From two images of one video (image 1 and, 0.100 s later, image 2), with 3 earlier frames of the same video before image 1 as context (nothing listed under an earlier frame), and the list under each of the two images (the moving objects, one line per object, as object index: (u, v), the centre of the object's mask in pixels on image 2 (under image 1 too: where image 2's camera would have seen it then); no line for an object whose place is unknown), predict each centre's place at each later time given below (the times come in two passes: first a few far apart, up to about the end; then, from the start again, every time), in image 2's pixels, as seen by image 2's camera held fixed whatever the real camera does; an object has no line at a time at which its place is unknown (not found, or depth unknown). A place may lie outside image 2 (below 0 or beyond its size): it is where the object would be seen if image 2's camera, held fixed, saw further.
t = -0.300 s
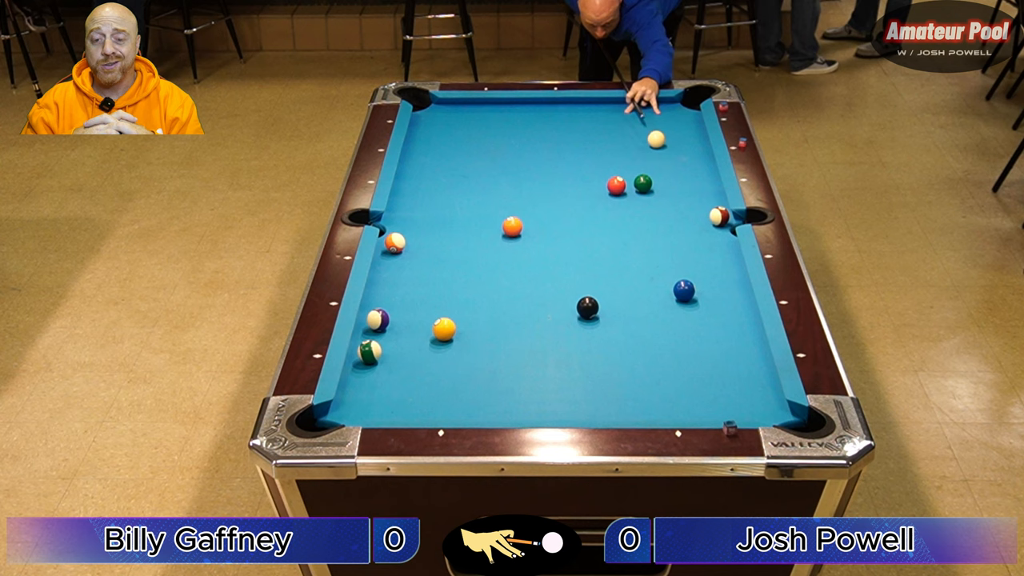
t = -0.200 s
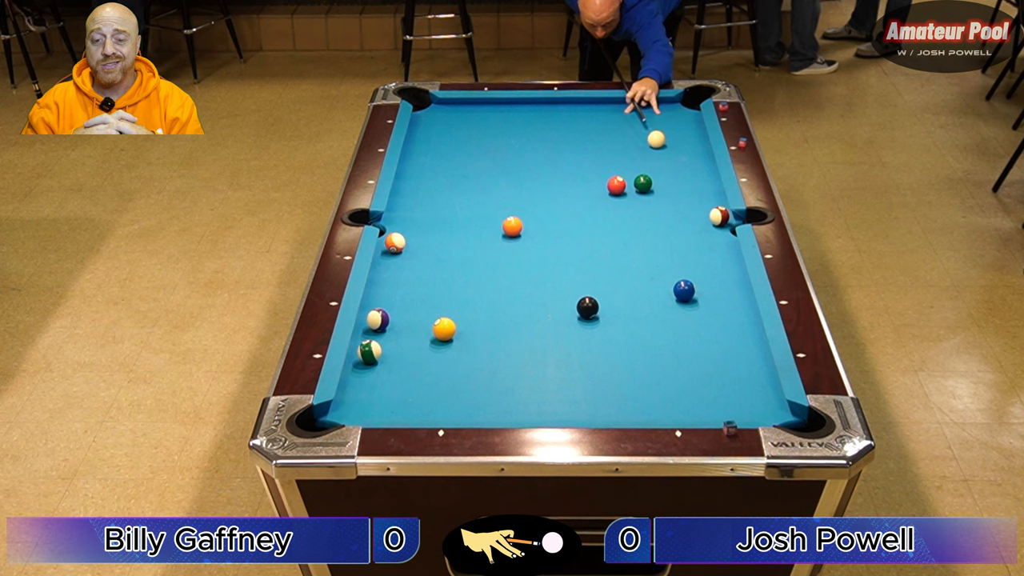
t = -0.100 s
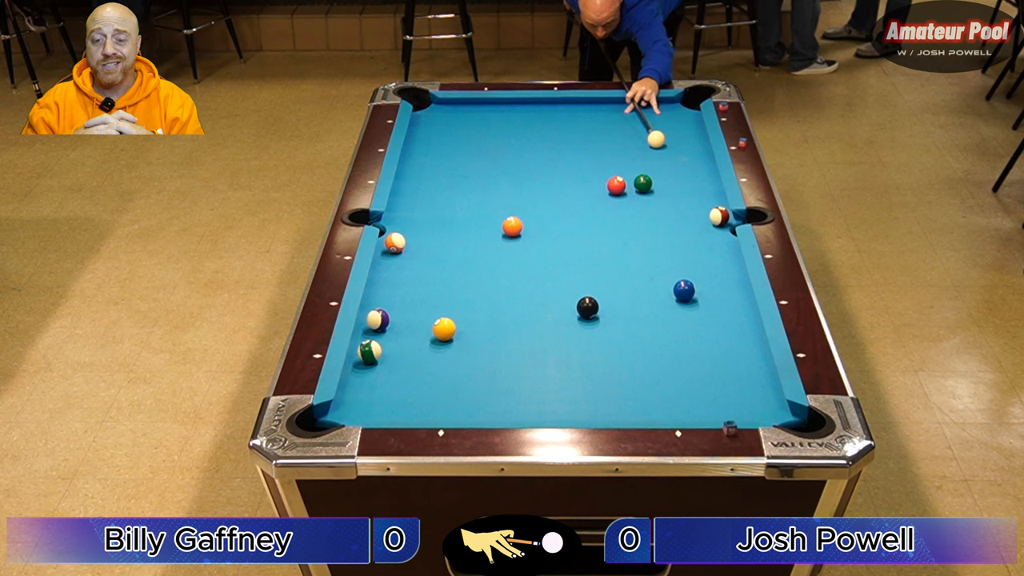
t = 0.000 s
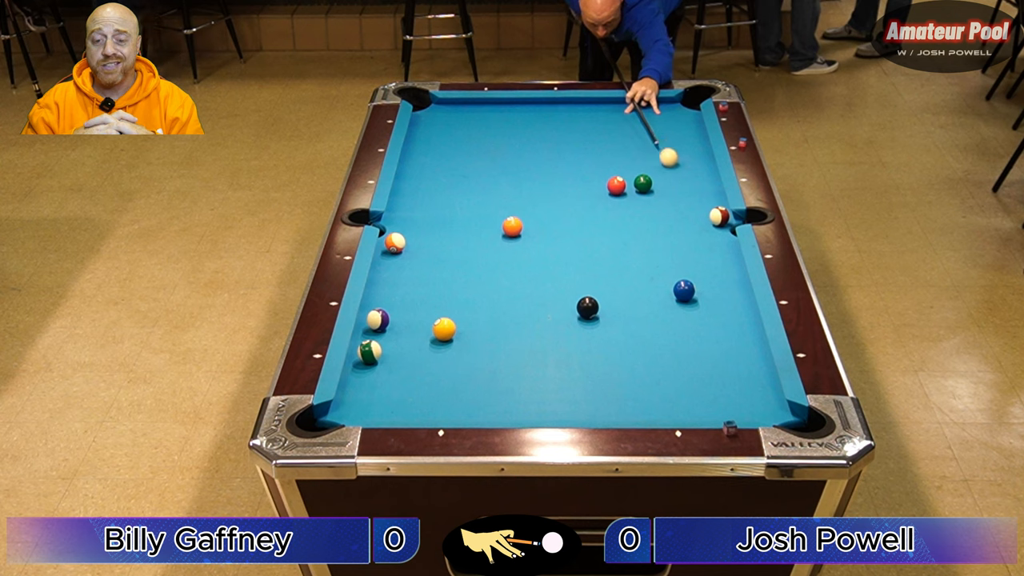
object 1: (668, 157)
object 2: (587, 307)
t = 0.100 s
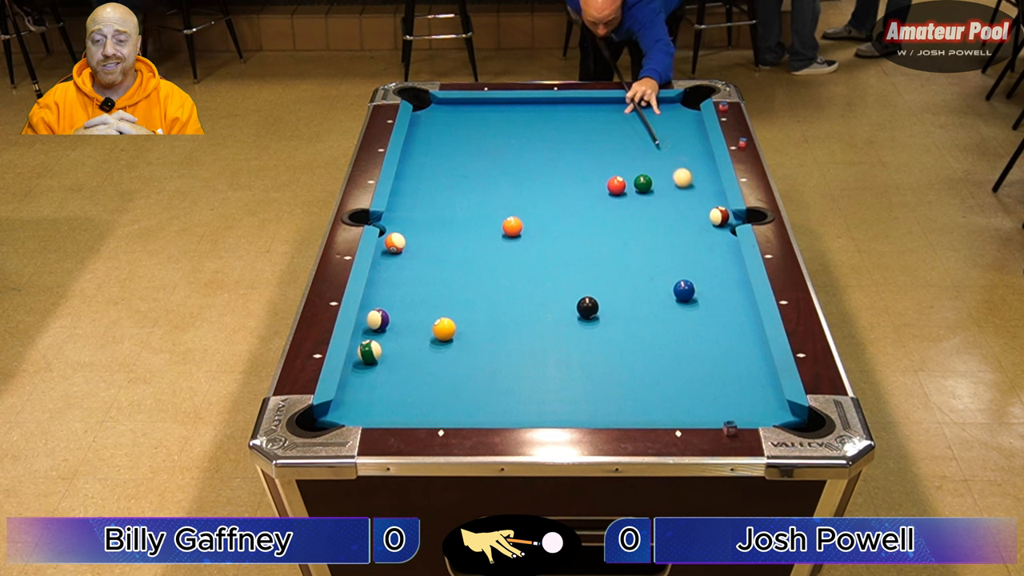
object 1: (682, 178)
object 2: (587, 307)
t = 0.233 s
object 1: (699, 203)
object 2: (587, 307)
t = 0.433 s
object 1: (684, 226)
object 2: (587, 307)
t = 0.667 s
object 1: (660, 252)
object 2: (587, 307)
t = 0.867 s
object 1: (641, 274)
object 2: (587, 307)
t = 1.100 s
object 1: (616, 302)
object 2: (587, 307)
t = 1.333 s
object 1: (600, 332)
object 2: (577, 307)
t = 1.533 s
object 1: (588, 359)
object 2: (568, 307)
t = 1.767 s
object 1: (573, 392)
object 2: (559, 307)
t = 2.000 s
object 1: (559, 408)
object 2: (551, 307)
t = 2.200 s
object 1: (550, 393)
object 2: (546, 307)
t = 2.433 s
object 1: (541, 375)
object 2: (542, 307)
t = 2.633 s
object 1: (534, 362)
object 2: (540, 307)
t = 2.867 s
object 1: (527, 348)
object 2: (540, 307)
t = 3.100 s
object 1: (521, 335)
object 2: (540, 307)
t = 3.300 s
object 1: (517, 325)
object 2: (540, 307)
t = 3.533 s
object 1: (512, 315)
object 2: (540, 307)
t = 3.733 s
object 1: (509, 308)
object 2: (540, 307)
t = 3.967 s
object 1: (505, 300)
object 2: (540, 307)
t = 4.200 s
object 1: (502, 294)
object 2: (540, 307)
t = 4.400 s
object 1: (500, 289)
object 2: (540, 308)
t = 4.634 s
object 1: (497, 284)
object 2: (540, 308)
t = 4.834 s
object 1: (496, 281)
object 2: (540, 308)
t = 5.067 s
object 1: (495, 278)
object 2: (540, 308)
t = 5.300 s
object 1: (495, 276)
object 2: (540, 308)
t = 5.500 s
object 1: (495, 275)
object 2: (540, 308)
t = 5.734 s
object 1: (495, 274)
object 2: (540, 308)
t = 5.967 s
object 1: (495, 274)
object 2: (540, 308)
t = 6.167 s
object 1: (495, 274)
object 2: (540, 308)
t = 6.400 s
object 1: (495, 274)
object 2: (540, 308)
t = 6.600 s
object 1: (495, 274)
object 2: (540, 308)
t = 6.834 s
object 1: (495, 274)
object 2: (540, 308)
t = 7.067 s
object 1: (495, 274)
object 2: (540, 308)
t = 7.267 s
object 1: (495, 274)
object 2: (540, 308)
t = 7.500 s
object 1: (495, 274)
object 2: (540, 308)
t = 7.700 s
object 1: (495, 274)
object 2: (540, 308)
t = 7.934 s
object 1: (495, 274)
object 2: (540, 308)
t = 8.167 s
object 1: (495, 274)
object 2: (540, 308)
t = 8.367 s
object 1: (495, 274)
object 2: (540, 308)
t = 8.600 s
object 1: (495, 274)
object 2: (540, 308)
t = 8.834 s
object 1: (495, 274)
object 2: (540, 308)
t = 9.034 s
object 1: (495, 274)
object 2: (540, 308)
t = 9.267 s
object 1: (495, 274)
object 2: (540, 308)
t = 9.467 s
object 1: (495, 274)
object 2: (540, 308)
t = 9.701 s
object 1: (495, 274)
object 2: (540, 308)
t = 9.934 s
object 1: (495, 274)
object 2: (540, 308)
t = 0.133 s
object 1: (686, 184)
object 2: (587, 307)
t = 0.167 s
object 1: (690, 190)
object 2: (587, 307)
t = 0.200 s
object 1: (694, 196)
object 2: (587, 307)
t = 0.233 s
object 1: (699, 203)
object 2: (587, 307)
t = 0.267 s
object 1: (702, 209)
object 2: (587, 307)
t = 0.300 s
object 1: (699, 213)
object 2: (587, 307)
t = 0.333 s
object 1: (694, 216)
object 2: (587, 307)
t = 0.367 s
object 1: (691, 219)
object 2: (587, 307)
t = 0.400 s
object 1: (687, 223)
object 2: (587, 307)
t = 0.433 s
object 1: (684, 226)
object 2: (587, 307)
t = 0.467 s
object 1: (681, 230)
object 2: (587, 307)
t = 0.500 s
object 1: (677, 233)
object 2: (587, 307)
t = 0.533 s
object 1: (674, 237)
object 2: (587, 307)
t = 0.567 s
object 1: (671, 241)
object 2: (587, 307)
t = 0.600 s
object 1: (667, 245)
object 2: (587, 307)
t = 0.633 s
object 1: (664, 248)
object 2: (587, 307)
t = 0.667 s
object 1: (660, 252)
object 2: (587, 307)
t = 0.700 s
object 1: (657, 256)
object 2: (587, 307)
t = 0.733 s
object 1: (654, 260)
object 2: (587, 307)
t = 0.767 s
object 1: (652, 262)
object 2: (587, 307)
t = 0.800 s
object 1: (649, 266)
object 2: (587, 307)
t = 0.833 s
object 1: (645, 270)
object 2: (587, 307)
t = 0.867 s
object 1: (641, 274)
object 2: (587, 307)
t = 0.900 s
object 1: (638, 278)
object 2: (587, 307)
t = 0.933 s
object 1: (634, 282)
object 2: (587, 307)
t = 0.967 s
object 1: (631, 286)
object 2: (587, 307)
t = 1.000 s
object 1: (627, 290)
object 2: (587, 307)
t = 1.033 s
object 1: (623, 294)
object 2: (587, 307)
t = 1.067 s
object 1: (620, 298)
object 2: (587, 307)
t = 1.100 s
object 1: (616, 302)
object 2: (587, 307)
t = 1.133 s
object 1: (612, 306)
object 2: (587, 307)
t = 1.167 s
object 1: (609, 310)
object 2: (586, 307)
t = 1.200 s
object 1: (607, 315)
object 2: (585, 307)
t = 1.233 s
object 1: (605, 319)
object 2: (583, 307)
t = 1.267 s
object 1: (604, 324)
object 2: (581, 307)
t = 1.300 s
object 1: (602, 328)
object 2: (579, 307)
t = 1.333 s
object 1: (600, 332)
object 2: (577, 307)
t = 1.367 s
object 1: (598, 337)
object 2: (576, 307)
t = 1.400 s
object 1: (596, 341)
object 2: (574, 307)
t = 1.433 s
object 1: (594, 346)
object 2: (573, 307)
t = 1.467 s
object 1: (592, 350)
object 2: (571, 307)
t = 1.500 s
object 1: (590, 355)
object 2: (569, 307)
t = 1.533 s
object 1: (588, 359)
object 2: (568, 307)
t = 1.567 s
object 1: (586, 364)
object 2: (567, 307)
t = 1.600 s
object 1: (583, 369)
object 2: (565, 307)
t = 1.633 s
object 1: (581, 373)
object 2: (564, 307)
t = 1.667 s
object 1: (579, 378)
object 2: (562, 307)
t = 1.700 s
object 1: (577, 383)
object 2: (561, 307)
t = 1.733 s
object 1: (575, 388)
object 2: (560, 307)
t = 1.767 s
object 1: (573, 392)
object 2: (559, 307)
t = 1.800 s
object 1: (571, 397)
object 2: (557, 307)
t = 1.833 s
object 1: (569, 402)
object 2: (556, 307)
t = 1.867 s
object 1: (566, 406)
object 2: (555, 307)
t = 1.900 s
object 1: (564, 410)
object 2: (554, 307)
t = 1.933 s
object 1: (562, 412)
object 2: (553, 307)
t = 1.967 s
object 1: (561, 410)
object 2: (552, 307)
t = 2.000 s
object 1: (559, 408)
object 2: (551, 307)
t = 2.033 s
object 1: (557, 406)
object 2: (550, 307)
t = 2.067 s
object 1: (556, 403)
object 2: (549, 307)
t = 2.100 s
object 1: (554, 400)
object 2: (548, 307)
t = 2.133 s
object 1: (553, 398)
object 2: (547, 307)
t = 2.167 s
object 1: (552, 395)
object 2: (546, 307)
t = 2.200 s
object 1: (550, 393)
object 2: (546, 307)
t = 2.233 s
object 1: (549, 390)
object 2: (545, 307)
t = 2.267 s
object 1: (548, 387)
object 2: (544, 307)
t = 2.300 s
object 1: (546, 385)
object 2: (544, 307)
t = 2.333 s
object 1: (545, 382)
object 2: (543, 307)
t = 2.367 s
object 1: (544, 380)
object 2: (543, 307)
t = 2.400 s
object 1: (542, 378)
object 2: (542, 307)
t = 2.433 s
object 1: (541, 375)
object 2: (542, 307)
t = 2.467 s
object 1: (540, 373)
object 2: (541, 307)
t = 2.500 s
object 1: (539, 371)
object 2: (541, 307)
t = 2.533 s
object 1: (538, 368)
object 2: (541, 307)
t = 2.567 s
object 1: (536, 366)
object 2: (541, 307)
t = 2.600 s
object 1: (536, 364)
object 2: (540, 307)
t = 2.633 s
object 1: (534, 362)
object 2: (540, 307)
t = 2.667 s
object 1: (533, 360)
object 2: (540, 307)
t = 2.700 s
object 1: (532, 358)
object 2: (540, 307)
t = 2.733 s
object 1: (531, 356)
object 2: (540, 307)
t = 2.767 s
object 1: (530, 354)
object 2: (540, 307)
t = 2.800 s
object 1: (529, 351)
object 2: (540, 307)
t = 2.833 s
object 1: (528, 350)
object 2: (540, 307)
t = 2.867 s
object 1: (527, 348)
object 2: (540, 307)
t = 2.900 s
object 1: (526, 346)
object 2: (540, 307)
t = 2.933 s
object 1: (526, 344)
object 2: (540, 307)
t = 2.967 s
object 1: (525, 342)
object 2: (540, 307)
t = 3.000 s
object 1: (524, 340)
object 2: (540, 307)
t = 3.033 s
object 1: (523, 339)
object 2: (540, 307)
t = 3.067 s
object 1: (522, 337)
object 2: (540, 307)
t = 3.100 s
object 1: (521, 335)
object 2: (540, 307)
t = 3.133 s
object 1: (520, 333)
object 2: (540, 307)
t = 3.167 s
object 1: (520, 332)
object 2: (540, 307)
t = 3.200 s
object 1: (519, 330)
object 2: (540, 307)
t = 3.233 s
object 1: (519, 329)
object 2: (540, 307)
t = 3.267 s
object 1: (518, 327)
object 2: (540, 307)
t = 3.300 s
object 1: (517, 325)
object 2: (540, 307)
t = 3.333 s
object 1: (517, 324)
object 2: (540, 307)
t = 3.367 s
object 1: (516, 322)
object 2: (540, 307)
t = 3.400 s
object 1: (515, 321)
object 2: (540, 307)
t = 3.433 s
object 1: (515, 319)
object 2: (540, 307)
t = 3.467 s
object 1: (514, 318)
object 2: (540, 307)
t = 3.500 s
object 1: (513, 317)
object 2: (540, 307)
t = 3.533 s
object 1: (512, 315)
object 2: (540, 307)
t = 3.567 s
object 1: (512, 314)
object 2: (540, 307)
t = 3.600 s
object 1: (511, 313)
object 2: (540, 307)
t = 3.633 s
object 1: (510, 312)
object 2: (540, 307)
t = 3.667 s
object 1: (510, 310)
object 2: (540, 307)
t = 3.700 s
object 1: (509, 309)
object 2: (540, 307)
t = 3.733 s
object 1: (509, 308)
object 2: (540, 307)
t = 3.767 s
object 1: (508, 307)
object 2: (540, 307)
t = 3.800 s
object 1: (508, 306)
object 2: (540, 307)
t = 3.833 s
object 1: (507, 305)
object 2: (540, 307)
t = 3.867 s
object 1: (506, 303)
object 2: (540, 307)
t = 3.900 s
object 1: (506, 302)
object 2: (540, 307)
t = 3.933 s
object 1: (506, 301)
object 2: (540, 307)
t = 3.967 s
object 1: (505, 300)
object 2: (540, 307)
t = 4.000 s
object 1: (505, 299)
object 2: (540, 307)
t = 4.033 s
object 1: (504, 298)
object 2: (540, 307)
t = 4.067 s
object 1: (504, 297)
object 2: (540, 307)
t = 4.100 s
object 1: (503, 296)
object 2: (540, 307)
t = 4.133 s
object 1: (503, 296)
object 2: (540, 307)
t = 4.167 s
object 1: (502, 295)
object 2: (540, 307)
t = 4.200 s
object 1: (502, 294)
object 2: (540, 307)
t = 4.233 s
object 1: (501, 293)
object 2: (540, 307)
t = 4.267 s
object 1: (501, 292)
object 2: (540, 307)
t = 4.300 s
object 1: (501, 291)
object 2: (540, 307)
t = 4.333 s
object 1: (500, 291)
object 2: (540, 307)
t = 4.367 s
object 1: (500, 290)
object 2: (540, 308)
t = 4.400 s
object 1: (500, 289)
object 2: (540, 308)
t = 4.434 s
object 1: (499, 288)
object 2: (540, 308)
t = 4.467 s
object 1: (499, 287)
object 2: (540, 308)
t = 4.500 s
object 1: (499, 287)
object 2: (540, 308)
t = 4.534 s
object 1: (498, 286)
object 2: (540, 308)
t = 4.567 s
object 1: (498, 285)
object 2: (540, 308)
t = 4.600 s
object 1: (498, 285)
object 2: (540, 308)
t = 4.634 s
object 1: (497, 284)
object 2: (540, 308)
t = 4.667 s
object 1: (497, 284)
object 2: (540, 308)
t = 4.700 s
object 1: (497, 283)
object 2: (540, 308)
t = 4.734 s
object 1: (497, 283)
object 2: (540, 308)
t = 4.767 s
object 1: (497, 282)
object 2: (540, 308)
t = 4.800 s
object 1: (497, 281)
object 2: (540, 308)
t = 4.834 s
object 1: (496, 281)
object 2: (540, 308)
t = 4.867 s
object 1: (496, 280)
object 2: (540, 308)
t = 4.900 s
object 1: (496, 280)
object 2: (540, 308)
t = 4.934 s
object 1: (496, 279)
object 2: (540, 308)
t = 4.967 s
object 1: (495, 279)
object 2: (540, 308)
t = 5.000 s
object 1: (495, 279)
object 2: (540, 308)
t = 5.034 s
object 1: (495, 278)
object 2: (540, 308)
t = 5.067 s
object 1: (495, 278)
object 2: (540, 308)
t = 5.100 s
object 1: (495, 278)
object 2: (540, 308)
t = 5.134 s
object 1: (495, 277)
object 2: (540, 308)
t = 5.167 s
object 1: (495, 277)
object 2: (540, 308)
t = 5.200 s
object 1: (495, 277)
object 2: (540, 308)
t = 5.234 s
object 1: (495, 276)
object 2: (540, 308)
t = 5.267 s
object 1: (495, 276)
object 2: (540, 308)
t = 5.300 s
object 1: (495, 276)
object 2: (540, 308)
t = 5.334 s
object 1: (495, 276)
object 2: (540, 308)
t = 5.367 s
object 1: (495, 276)
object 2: (540, 308)
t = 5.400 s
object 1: (495, 275)
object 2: (540, 308)
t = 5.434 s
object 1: (495, 275)
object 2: (540, 308)
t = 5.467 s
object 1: (495, 275)
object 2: (540, 308)
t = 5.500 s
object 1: (495, 275)
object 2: (540, 308)
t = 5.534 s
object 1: (495, 275)
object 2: (540, 308)
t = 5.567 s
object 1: (495, 275)
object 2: (540, 308)
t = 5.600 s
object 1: (495, 274)
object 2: (540, 308)
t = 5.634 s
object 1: (495, 274)
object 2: (540, 308)
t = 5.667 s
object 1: (495, 274)
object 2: (540, 308)
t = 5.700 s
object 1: (495, 274)
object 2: (540, 308)
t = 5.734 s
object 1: (495, 274)
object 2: (540, 308)
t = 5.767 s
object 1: (495, 274)
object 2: (540, 308)
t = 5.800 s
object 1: (495, 274)
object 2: (540, 308)
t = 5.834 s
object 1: (495, 274)
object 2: (540, 308)
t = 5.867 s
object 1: (495, 274)
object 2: (540, 308)
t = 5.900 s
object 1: (495, 274)
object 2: (540, 308)
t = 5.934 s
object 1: (495, 274)
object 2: (540, 308)
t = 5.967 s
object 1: (495, 274)
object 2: (540, 308)
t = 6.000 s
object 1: (495, 274)
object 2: (540, 308)
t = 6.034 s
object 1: (495, 274)
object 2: (540, 308)
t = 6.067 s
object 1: (495, 274)
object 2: (540, 308)
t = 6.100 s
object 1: (495, 274)
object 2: (540, 308)
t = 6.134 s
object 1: (495, 274)
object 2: (540, 308)
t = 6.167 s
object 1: (495, 274)
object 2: (540, 308)
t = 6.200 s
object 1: (495, 274)
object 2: (540, 308)
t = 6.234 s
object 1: (495, 274)
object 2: (540, 308)
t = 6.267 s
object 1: (495, 274)
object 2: (540, 308)
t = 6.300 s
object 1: (495, 274)
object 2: (540, 308)
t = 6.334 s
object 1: (495, 274)
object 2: (540, 308)
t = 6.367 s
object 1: (495, 274)
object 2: (540, 308)
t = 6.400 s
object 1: (495, 274)
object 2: (540, 308)
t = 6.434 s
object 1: (495, 274)
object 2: (540, 308)
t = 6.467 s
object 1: (495, 274)
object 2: (540, 308)
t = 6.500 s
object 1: (495, 274)
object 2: (540, 308)
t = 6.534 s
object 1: (495, 274)
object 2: (540, 308)
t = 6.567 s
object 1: (495, 274)
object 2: (540, 308)
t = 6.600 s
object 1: (495, 274)
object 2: (540, 308)
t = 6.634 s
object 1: (495, 274)
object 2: (540, 308)
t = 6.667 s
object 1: (495, 274)
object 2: (540, 308)
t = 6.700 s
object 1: (495, 274)
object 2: (540, 308)
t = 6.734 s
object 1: (495, 274)
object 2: (540, 308)
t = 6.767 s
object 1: (495, 274)
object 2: (540, 308)
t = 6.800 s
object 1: (495, 274)
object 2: (540, 308)
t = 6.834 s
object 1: (495, 274)
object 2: (540, 308)
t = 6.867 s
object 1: (495, 274)
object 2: (540, 308)
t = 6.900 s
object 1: (495, 274)
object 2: (540, 308)
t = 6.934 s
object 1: (495, 274)
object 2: (540, 308)
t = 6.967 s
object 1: (495, 274)
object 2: (540, 308)
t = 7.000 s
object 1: (495, 274)
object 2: (540, 308)
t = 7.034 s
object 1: (495, 274)
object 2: (540, 308)
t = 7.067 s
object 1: (495, 274)
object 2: (540, 308)
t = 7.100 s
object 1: (495, 274)
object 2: (540, 308)
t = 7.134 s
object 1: (495, 274)
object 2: (540, 308)
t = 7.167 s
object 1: (495, 274)
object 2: (540, 308)
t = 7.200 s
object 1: (495, 274)
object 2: (540, 308)
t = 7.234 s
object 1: (495, 274)
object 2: (540, 308)
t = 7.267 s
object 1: (495, 274)
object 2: (540, 308)
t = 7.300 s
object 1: (495, 274)
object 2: (540, 308)
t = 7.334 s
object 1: (495, 274)
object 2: (540, 308)
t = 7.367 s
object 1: (495, 274)
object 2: (540, 308)
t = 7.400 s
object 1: (495, 274)
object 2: (540, 308)
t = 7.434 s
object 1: (495, 274)
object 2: (540, 308)
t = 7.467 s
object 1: (495, 274)
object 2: (540, 308)
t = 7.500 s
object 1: (495, 274)
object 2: (540, 308)
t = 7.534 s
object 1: (495, 274)
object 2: (540, 308)
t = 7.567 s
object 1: (495, 274)
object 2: (540, 308)
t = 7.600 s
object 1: (495, 274)
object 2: (540, 308)
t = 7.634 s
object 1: (495, 274)
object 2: (540, 308)
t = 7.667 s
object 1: (495, 274)
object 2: (540, 308)
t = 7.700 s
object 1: (495, 274)
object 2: (540, 308)
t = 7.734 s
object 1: (495, 274)
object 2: (540, 308)
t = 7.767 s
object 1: (495, 274)
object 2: (540, 308)
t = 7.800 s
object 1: (495, 274)
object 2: (540, 308)
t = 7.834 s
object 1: (495, 274)
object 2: (540, 308)
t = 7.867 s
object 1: (495, 274)
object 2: (540, 308)
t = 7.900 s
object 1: (495, 274)
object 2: (540, 308)
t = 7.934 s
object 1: (495, 274)
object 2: (540, 308)
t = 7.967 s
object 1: (495, 274)
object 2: (540, 308)
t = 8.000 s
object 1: (495, 274)
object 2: (540, 308)
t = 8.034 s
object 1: (495, 274)
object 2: (540, 308)
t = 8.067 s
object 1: (495, 274)
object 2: (540, 308)
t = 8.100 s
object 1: (495, 274)
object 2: (540, 308)
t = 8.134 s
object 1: (495, 274)
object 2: (540, 308)
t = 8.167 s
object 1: (495, 274)
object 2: (540, 308)
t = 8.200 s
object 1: (495, 274)
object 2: (540, 308)
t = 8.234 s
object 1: (495, 274)
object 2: (540, 308)
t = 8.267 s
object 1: (495, 274)
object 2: (540, 308)
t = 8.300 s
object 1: (495, 274)
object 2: (540, 308)
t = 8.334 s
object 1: (495, 274)
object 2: (540, 308)
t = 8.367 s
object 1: (495, 274)
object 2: (540, 308)
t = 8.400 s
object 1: (495, 274)
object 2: (540, 308)
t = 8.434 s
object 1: (495, 274)
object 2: (540, 308)
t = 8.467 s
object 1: (495, 274)
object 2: (540, 308)
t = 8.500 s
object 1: (495, 274)
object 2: (540, 308)
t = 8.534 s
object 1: (495, 274)
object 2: (540, 308)
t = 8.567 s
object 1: (495, 274)
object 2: (540, 308)
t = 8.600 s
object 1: (495, 274)
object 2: (540, 308)
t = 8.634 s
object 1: (495, 274)
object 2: (540, 308)
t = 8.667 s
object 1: (495, 274)
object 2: (540, 308)
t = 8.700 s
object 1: (495, 274)
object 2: (540, 308)
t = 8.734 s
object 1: (495, 274)
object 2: (540, 308)
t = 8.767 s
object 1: (495, 274)
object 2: (540, 308)
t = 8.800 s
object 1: (495, 274)
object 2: (540, 308)
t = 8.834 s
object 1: (495, 274)
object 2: (540, 308)
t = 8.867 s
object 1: (495, 274)
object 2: (540, 308)
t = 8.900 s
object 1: (495, 274)
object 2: (540, 308)
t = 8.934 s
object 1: (495, 274)
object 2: (540, 308)
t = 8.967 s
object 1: (495, 274)
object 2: (540, 308)
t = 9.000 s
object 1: (495, 274)
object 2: (540, 308)
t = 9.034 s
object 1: (495, 274)
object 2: (540, 308)
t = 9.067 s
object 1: (495, 274)
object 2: (540, 308)
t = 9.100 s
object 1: (495, 274)
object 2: (540, 308)
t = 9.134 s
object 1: (495, 274)
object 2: (540, 308)
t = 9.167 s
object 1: (495, 274)
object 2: (540, 308)
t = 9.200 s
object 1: (495, 274)
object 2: (540, 308)
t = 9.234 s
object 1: (495, 274)
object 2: (540, 308)
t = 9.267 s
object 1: (495, 274)
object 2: (540, 308)
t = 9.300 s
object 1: (495, 274)
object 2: (540, 308)
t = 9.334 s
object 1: (495, 274)
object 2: (540, 308)
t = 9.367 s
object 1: (495, 274)
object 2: (540, 308)
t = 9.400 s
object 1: (495, 274)
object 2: (540, 308)
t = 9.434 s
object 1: (495, 274)
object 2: (540, 308)
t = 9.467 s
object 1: (495, 274)
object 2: (540, 308)
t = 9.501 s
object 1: (495, 274)
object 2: (540, 308)
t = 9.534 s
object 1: (495, 274)
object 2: (540, 308)
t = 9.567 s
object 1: (495, 274)
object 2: (540, 308)
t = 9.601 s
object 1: (495, 274)
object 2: (540, 308)
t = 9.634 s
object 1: (495, 274)
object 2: (540, 308)
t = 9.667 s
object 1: (495, 274)
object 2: (540, 308)
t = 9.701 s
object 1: (495, 274)
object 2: (540, 308)
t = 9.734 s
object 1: (495, 274)
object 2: (540, 308)
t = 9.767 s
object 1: (495, 274)
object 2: (540, 308)
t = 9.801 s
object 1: (495, 274)
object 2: (540, 308)
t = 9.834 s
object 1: (495, 274)
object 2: (540, 307)
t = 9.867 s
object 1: (495, 274)
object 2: (540, 308)
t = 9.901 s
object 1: (495, 274)
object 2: (540, 307)
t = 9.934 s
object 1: (495, 274)
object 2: (540, 308)
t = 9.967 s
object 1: (495, 274)
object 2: (540, 308)
